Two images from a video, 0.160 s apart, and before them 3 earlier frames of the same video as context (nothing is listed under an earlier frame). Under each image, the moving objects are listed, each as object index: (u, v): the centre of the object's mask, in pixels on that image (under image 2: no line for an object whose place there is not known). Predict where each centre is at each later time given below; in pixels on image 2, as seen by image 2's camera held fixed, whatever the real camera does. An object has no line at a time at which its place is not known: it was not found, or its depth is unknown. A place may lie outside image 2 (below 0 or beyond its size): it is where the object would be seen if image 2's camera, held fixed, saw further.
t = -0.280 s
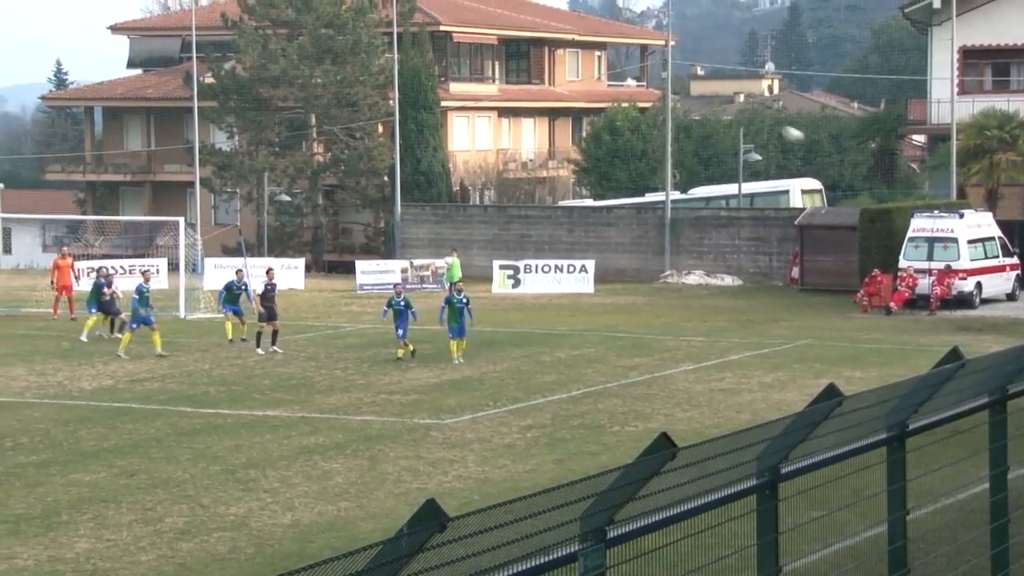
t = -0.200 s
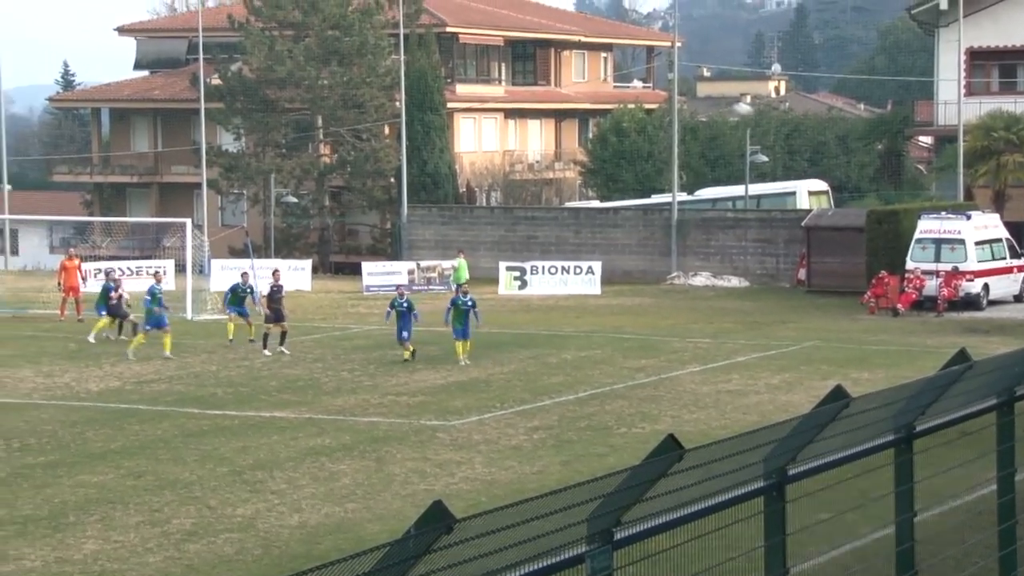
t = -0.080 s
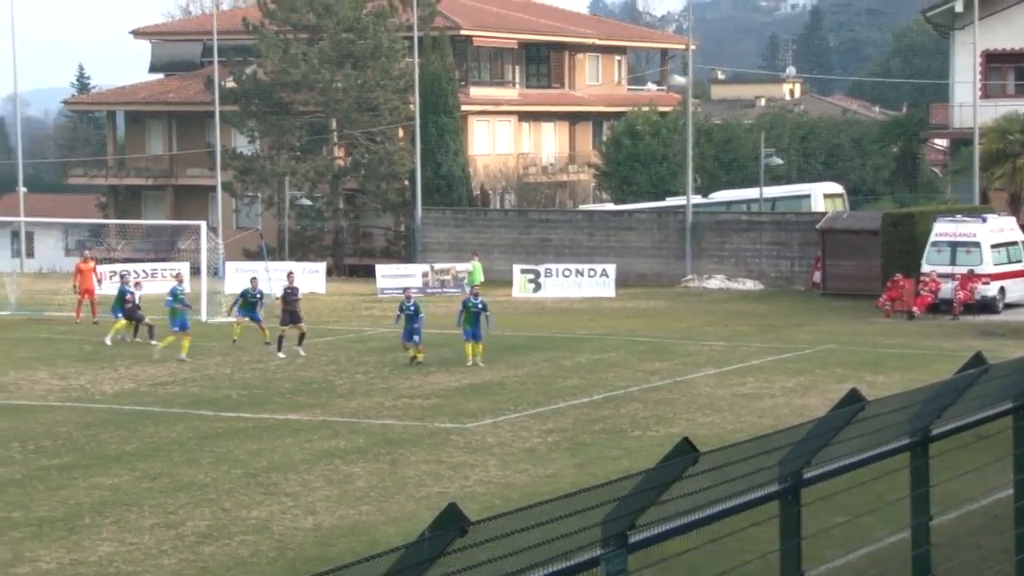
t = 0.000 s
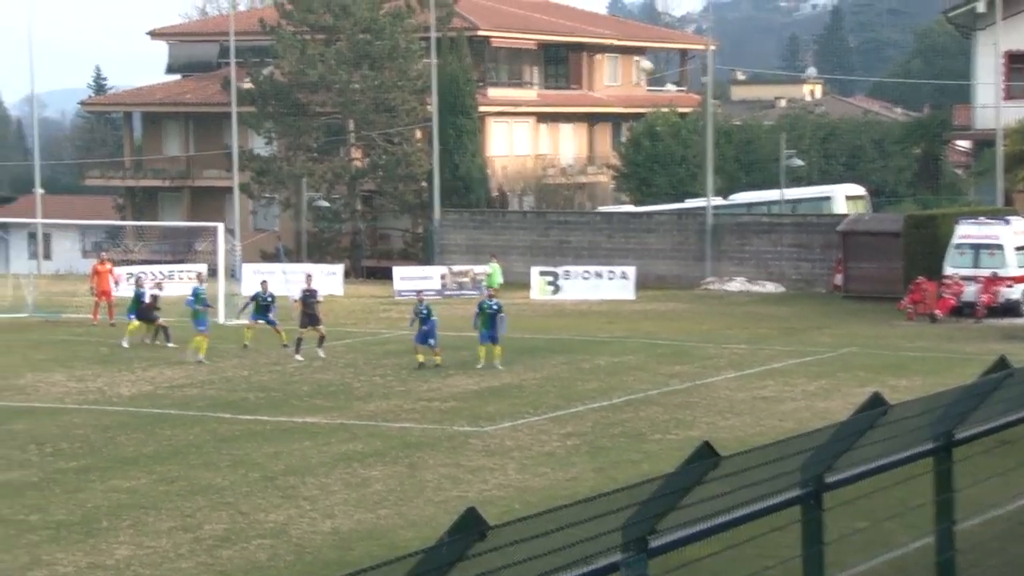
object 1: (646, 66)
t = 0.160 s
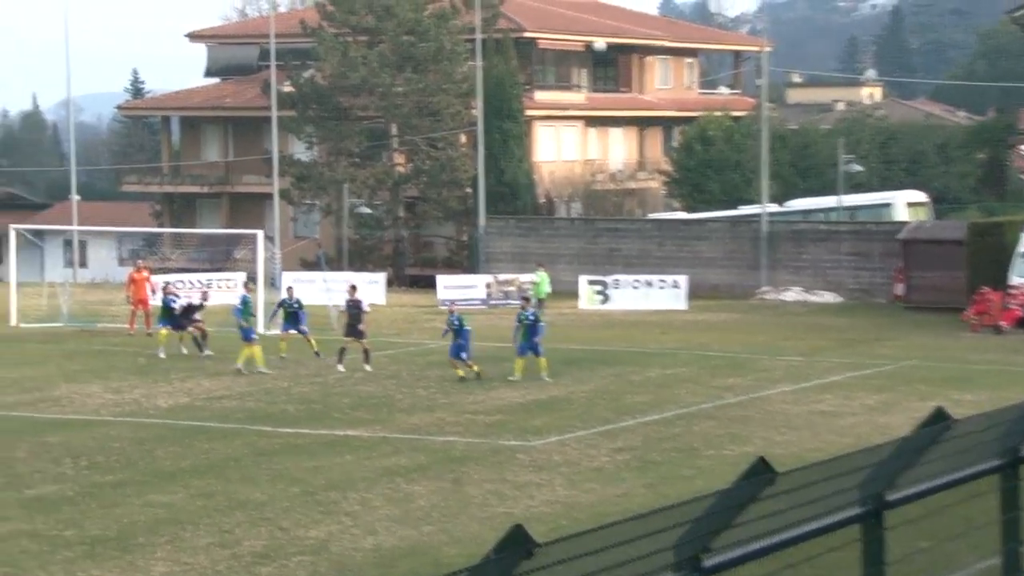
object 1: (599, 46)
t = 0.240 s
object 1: (560, 37)
